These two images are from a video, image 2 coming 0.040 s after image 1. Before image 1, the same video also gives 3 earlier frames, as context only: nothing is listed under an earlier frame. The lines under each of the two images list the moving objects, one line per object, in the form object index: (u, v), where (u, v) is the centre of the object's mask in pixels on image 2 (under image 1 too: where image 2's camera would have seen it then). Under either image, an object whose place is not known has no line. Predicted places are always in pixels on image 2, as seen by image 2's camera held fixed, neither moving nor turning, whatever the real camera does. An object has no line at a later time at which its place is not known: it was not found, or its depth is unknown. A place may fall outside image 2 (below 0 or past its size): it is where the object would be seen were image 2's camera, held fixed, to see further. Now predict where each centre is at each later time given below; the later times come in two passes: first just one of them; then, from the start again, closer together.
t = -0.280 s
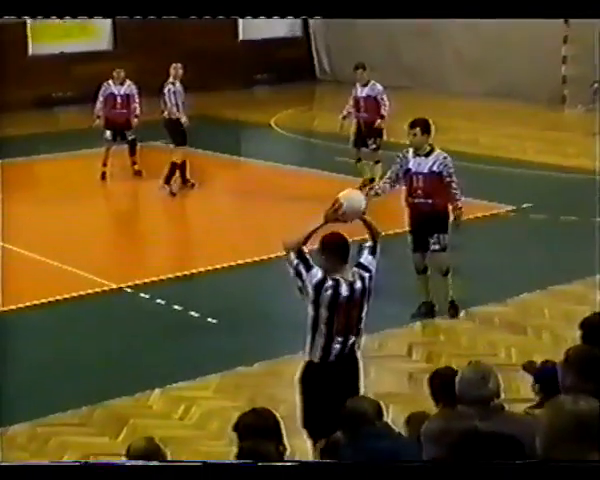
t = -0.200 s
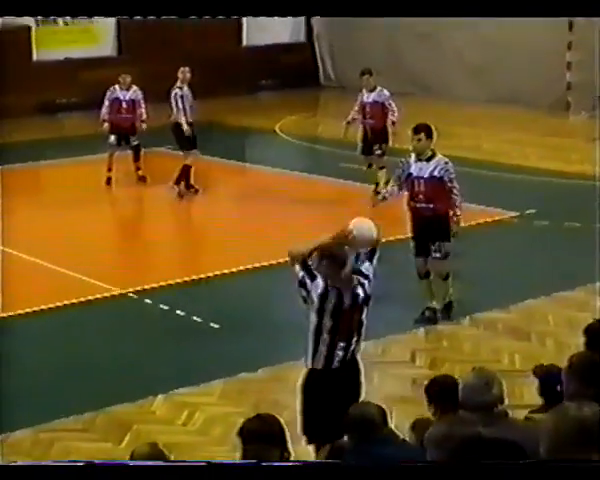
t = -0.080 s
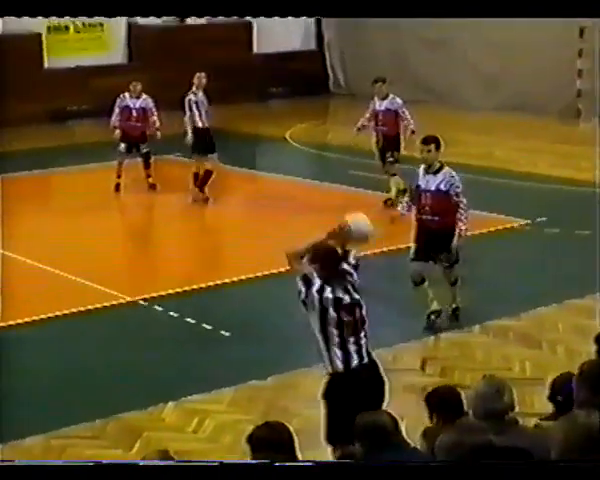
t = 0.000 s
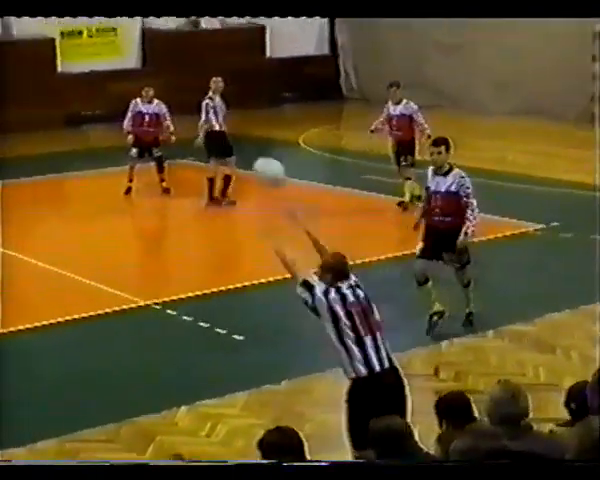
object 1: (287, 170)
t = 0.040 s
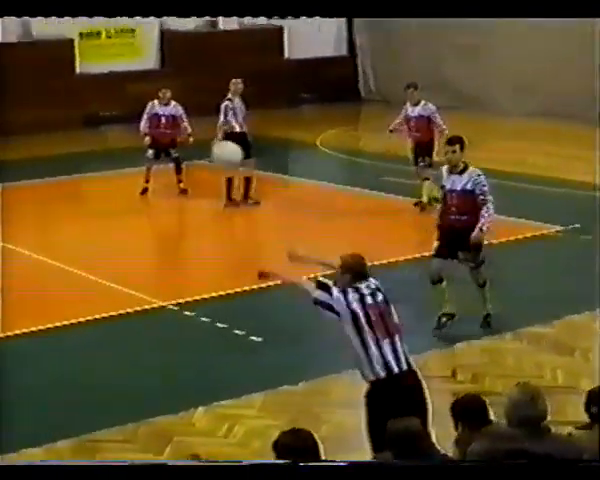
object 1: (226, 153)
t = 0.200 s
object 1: (33, 118)
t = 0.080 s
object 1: (172, 141)
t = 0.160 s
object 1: (76, 123)
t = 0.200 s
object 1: (33, 118)
